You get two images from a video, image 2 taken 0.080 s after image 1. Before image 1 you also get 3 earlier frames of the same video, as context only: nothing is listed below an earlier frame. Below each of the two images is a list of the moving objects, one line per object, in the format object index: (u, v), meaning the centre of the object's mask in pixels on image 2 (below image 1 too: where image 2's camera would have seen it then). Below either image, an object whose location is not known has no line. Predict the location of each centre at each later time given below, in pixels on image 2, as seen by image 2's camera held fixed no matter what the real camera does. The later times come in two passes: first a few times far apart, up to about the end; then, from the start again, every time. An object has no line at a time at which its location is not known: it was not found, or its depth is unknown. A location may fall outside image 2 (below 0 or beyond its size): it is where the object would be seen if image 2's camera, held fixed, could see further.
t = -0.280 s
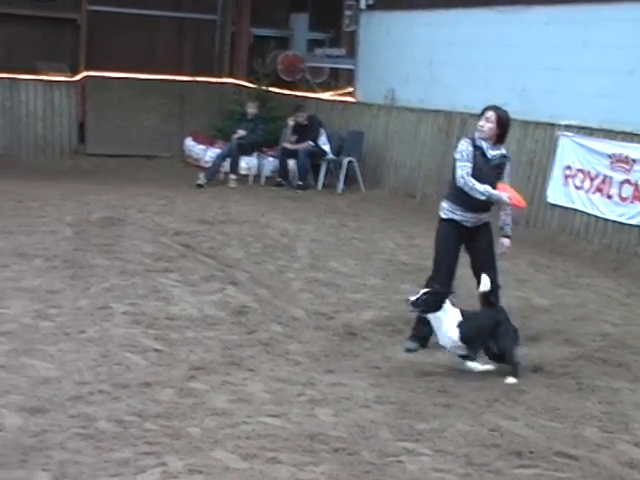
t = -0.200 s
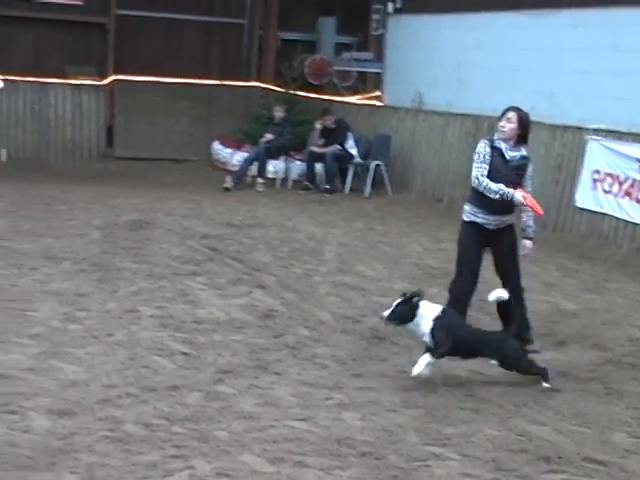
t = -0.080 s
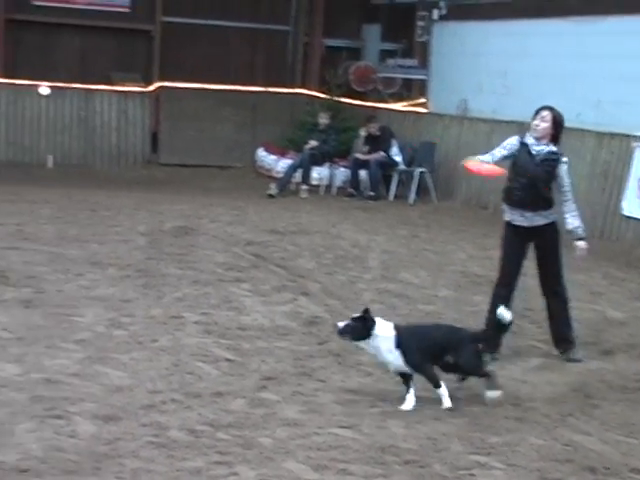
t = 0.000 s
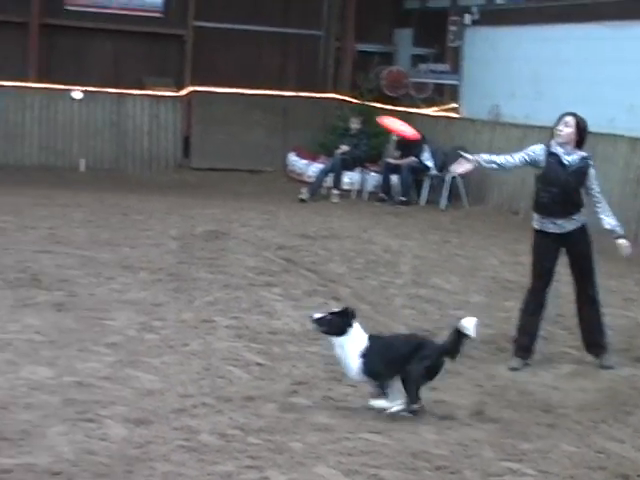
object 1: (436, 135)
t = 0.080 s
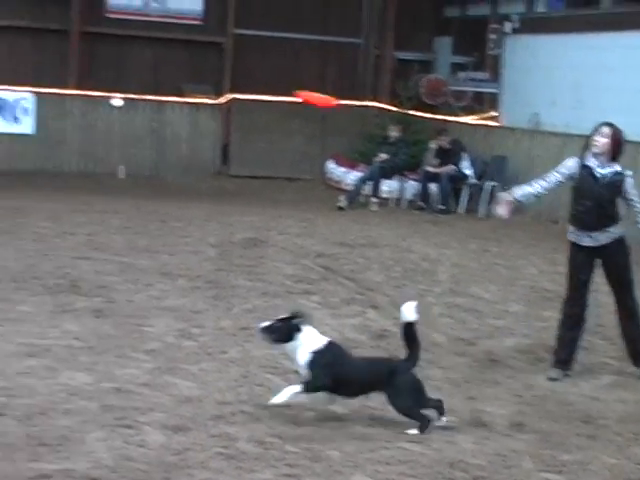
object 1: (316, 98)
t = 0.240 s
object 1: (65, 43)
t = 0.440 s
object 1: (-278, -12)
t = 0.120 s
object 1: (253, 83)
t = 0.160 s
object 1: (192, 69)
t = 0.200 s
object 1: (129, 56)
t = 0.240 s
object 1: (65, 43)
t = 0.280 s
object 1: (-1, 32)
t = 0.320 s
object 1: (-67, 20)
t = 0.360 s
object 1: (-134, 10)
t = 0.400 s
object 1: (-206, -1)
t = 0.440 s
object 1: (-278, -12)
